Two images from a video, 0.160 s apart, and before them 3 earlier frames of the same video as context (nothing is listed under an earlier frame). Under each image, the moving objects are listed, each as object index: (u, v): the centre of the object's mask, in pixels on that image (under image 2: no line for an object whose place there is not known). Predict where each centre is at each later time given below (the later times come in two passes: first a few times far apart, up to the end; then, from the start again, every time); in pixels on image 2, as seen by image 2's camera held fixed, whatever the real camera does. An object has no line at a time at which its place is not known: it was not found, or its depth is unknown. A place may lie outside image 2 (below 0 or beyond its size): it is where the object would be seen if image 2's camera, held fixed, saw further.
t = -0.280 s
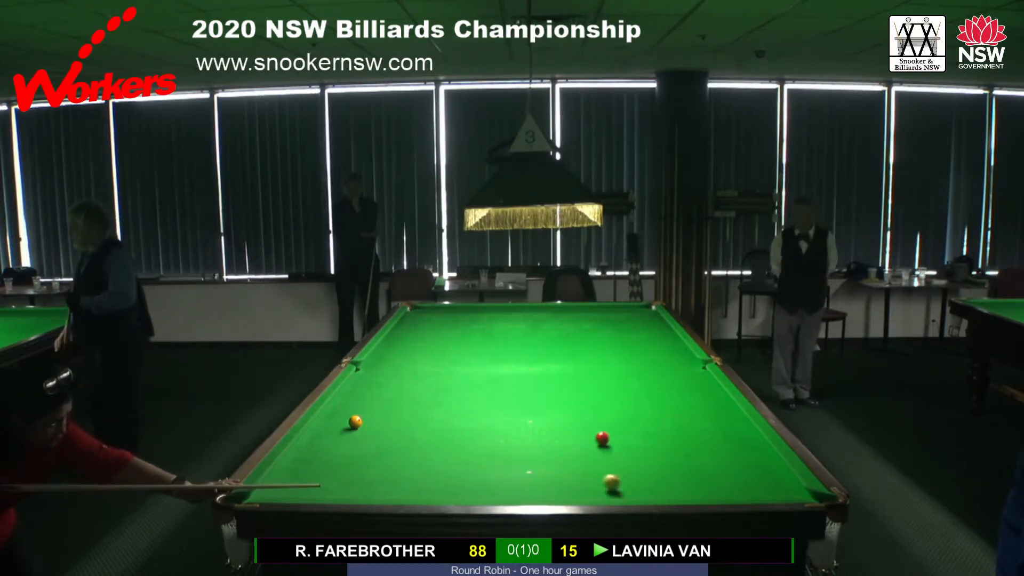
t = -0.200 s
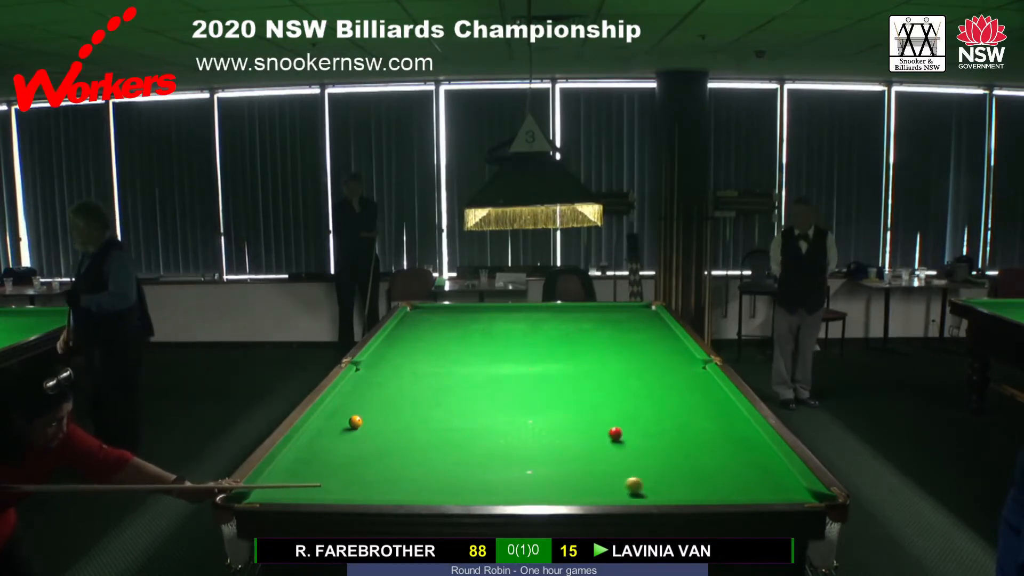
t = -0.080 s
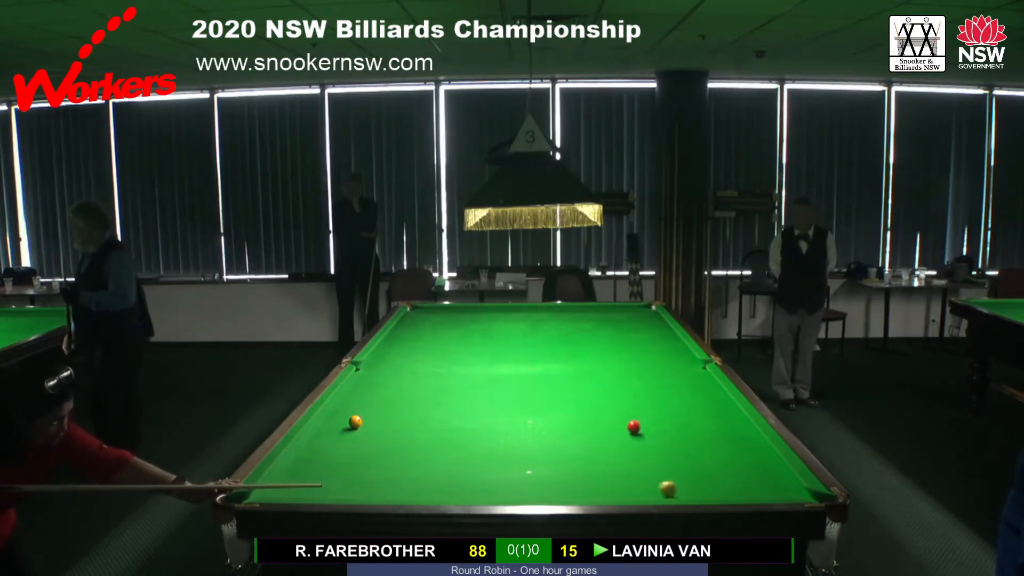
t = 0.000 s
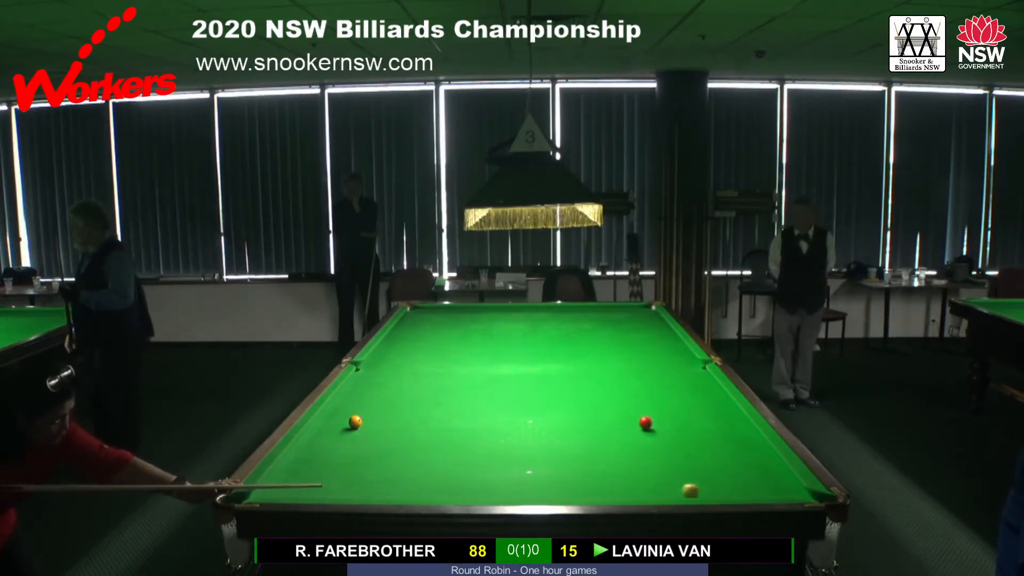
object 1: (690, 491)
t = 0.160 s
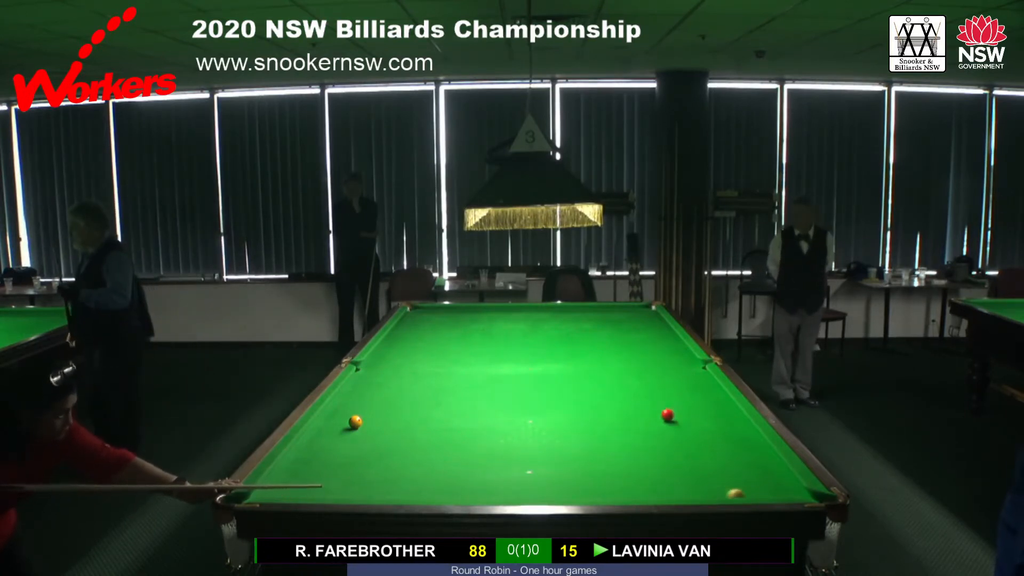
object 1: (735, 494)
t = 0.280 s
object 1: (760, 493)
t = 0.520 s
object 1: (800, 491)
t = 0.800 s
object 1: (768, 494)
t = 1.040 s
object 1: (743, 493)
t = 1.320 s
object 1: (717, 492)
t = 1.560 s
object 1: (697, 491)
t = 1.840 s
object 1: (677, 490)
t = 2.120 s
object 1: (659, 489)
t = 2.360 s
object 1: (646, 489)
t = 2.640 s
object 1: (633, 488)
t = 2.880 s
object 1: (624, 487)
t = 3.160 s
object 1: (616, 486)
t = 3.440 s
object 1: (610, 486)
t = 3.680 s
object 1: (608, 486)
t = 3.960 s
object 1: (608, 486)
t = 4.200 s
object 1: (608, 486)
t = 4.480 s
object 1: (608, 486)
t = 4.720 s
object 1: (608, 486)
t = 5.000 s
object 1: (608, 486)
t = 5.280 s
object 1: (608, 486)
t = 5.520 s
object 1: (608, 486)
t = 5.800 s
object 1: (608, 486)
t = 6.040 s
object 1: (608, 486)
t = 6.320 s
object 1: (608, 486)
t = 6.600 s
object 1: (608, 486)
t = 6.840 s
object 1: (608, 486)
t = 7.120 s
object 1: (608, 486)
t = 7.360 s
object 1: (608, 486)
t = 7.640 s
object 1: (608, 486)
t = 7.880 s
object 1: (608, 486)
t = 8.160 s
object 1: (608, 486)
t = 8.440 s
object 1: (608, 486)
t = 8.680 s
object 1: (608, 486)
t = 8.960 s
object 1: (608, 486)
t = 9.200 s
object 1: (608, 486)
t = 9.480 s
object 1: (608, 486)
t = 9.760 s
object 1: (608, 486)
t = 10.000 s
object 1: (608, 486)
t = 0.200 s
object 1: (744, 494)
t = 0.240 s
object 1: (753, 493)
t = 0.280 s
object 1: (760, 493)
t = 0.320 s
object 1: (768, 492)
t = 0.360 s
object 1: (776, 491)
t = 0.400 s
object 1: (784, 491)
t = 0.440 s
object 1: (792, 491)
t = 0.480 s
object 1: (799, 491)
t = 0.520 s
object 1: (800, 491)
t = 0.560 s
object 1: (795, 491)
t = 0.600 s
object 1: (791, 492)
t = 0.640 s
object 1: (786, 492)
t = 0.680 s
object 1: (782, 492)
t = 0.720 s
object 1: (777, 493)
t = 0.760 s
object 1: (772, 493)
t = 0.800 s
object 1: (768, 494)
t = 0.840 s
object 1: (764, 494)
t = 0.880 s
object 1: (759, 493)
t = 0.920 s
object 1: (755, 493)
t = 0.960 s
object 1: (751, 493)
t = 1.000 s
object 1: (747, 493)
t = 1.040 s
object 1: (743, 493)
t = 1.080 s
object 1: (739, 493)
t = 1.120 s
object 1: (735, 493)
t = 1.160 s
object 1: (732, 493)
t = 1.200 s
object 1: (728, 492)
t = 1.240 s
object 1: (724, 492)
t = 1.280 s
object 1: (721, 492)
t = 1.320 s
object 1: (717, 492)
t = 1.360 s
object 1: (714, 492)
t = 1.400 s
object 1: (710, 492)
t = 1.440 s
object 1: (707, 491)
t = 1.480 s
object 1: (704, 491)
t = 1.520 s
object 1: (701, 491)
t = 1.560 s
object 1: (697, 491)
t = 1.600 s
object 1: (694, 491)
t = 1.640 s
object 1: (691, 491)
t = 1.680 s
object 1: (688, 491)
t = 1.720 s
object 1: (685, 491)
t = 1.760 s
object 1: (683, 490)
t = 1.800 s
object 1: (679, 490)
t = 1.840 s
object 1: (677, 490)
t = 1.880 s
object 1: (674, 490)
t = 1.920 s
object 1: (671, 490)
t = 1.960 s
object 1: (669, 490)
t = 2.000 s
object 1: (666, 490)
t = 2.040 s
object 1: (664, 490)
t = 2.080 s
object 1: (661, 490)
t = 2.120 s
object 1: (659, 489)
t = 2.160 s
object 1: (656, 489)
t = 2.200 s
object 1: (654, 489)
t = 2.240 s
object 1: (652, 489)
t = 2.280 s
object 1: (650, 489)
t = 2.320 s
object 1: (648, 489)
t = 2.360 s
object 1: (646, 489)
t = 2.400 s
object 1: (644, 489)
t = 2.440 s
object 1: (642, 489)
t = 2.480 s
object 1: (640, 489)
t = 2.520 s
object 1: (638, 488)
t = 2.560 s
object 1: (636, 488)
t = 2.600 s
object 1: (634, 488)
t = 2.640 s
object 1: (633, 488)
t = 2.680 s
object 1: (631, 488)
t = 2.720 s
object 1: (630, 488)
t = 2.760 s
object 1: (628, 488)
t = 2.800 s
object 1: (627, 488)
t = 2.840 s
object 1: (625, 487)
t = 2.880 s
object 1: (624, 487)
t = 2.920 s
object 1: (622, 487)
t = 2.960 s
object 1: (621, 487)
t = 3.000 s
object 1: (620, 487)
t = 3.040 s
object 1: (619, 487)
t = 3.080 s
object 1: (618, 487)
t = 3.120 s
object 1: (617, 487)
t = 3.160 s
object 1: (616, 486)
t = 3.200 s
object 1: (615, 486)
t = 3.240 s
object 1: (614, 486)
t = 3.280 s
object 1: (613, 486)
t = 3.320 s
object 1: (612, 486)
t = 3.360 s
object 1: (611, 486)
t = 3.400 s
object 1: (611, 486)
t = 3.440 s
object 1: (610, 486)
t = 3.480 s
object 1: (610, 486)
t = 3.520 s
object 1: (609, 486)
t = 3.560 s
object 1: (609, 486)
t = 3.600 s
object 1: (608, 486)
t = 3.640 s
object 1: (608, 486)
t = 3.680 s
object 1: (608, 486)
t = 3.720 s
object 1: (608, 486)
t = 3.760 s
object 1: (608, 486)
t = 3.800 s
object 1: (607, 486)
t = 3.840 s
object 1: (607, 486)
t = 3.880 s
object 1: (607, 486)
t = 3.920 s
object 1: (607, 486)
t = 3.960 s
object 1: (608, 486)
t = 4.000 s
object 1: (608, 486)
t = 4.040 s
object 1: (608, 486)
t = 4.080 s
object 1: (608, 486)
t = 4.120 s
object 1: (608, 486)
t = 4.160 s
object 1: (608, 486)
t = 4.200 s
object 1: (608, 486)
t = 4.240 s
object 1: (608, 486)
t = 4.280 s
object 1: (608, 486)
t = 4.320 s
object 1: (608, 486)
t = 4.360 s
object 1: (608, 486)
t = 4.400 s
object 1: (608, 486)
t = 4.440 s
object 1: (608, 486)
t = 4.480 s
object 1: (608, 486)
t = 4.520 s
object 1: (608, 486)
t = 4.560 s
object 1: (608, 486)
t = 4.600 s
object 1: (608, 486)
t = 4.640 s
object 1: (608, 486)
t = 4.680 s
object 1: (608, 486)
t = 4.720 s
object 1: (608, 486)
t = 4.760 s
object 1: (608, 486)
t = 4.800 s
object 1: (608, 486)
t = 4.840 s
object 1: (608, 486)
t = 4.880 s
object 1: (608, 486)
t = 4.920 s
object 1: (608, 486)
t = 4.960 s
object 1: (608, 486)
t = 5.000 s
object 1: (608, 486)
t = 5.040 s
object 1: (608, 486)
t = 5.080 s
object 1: (608, 486)
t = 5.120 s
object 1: (608, 486)
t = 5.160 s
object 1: (608, 486)
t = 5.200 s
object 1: (608, 486)
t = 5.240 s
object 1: (608, 486)
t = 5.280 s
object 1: (608, 486)
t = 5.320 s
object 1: (608, 486)
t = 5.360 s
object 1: (608, 486)
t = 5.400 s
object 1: (608, 486)
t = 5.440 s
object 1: (608, 486)
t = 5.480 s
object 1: (608, 486)
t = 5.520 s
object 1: (608, 486)
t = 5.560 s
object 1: (608, 486)
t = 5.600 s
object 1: (608, 486)
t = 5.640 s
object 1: (608, 486)
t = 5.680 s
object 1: (608, 486)
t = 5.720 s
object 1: (608, 486)
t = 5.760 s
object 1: (608, 486)
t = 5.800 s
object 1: (608, 486)
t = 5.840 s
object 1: (608, 486)
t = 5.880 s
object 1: (608, 486)
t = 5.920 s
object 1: (608, 486)
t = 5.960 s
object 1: (608, 486)
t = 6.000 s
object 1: (608, 486)
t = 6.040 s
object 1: (608, 486)
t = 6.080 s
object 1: (608, 486)
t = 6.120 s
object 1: (608, 486)
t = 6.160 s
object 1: (608, 486)
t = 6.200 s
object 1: (608, 486)
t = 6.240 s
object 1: (608, 486)
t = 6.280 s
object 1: (608, 486)
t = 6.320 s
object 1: (608, 486)
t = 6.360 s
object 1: (608, 486)
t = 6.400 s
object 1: (608, 486)
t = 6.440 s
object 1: (608, 486)
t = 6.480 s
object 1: (608, 486)
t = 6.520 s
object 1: (608, 486)
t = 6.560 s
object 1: (608, 486)
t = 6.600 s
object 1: (608, 486)
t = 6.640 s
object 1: (608, 486)
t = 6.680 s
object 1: (608, 486)
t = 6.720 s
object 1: (608, 486)
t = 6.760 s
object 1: (608, 486)
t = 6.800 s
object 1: (608, 486)
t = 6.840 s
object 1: (608, 486)
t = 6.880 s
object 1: (608, 486)
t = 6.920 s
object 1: (608, 486)
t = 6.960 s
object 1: (608, 486)
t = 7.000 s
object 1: (608, 486)
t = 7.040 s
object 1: (608, 486)
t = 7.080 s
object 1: (608, 486)
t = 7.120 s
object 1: (608, 486)
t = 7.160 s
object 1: (608, 486)
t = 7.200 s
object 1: (608, 486)
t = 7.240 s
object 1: (608, 486)
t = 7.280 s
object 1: (608, 486)
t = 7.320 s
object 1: (608, 486)
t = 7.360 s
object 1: (608, 486)
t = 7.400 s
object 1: (608, 486)
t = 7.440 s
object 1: (608, 486)
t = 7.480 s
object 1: (608, 486)
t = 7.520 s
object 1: (608, 486)
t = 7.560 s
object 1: (608, 486)
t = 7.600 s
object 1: (608, 486)
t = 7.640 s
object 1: (608, 486)
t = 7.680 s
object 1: (608, 486)
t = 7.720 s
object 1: (608, 486)
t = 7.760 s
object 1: (608, 486)
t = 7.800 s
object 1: (608, 486)
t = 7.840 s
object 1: (608, 486)
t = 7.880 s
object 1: (608, 486)
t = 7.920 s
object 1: (608, 486)
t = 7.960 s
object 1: (608, 486)
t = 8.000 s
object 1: (608, 486)
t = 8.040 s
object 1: (608, 486)
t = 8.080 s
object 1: (608, 486)
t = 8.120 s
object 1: (608, 486)
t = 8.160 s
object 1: (608, 486)
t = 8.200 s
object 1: (608, 486)
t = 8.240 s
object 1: (608, 486)
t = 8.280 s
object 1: (608, 486)
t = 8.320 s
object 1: (608, 486)
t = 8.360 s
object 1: (608, 486)
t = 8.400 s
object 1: (608, 486)
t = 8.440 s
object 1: (608, 486)
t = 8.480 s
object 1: (608, 486)
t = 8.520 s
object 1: (608, 486)
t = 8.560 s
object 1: (608, 486)
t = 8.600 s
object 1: (608, 486)
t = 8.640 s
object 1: (608, 486)
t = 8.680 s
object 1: (608, 486)
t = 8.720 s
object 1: (608, 486)
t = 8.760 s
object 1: (608, 486)
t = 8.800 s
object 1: (608, 486)
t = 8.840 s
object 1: (608, 486)
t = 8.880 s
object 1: (608, 486)
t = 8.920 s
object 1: (608, 486)
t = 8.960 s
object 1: (608, 486)
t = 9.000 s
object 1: (608, 486)
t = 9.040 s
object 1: (608, 486)
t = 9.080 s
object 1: (608, 486)
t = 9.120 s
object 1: (608, 486)
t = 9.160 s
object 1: (608, 486)
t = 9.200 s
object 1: (608, 486)
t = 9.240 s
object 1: (608, 486)
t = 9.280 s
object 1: (608, 486)
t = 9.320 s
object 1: (608, 486)
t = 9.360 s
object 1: (608, 486)
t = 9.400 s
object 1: (608, 486)
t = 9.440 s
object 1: (608, 486)
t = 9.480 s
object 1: (608, 486)
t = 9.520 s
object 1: (608, 486)
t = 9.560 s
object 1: (608, 486)
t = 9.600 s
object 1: (608, 486)
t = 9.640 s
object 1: (608, 486)
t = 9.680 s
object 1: (608, 486)
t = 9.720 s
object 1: (608, 486)
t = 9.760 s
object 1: (608, 486)
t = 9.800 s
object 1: (608, 486)
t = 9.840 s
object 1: (608, 486)
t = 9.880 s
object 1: (608, 486)
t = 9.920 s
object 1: (608, 486)
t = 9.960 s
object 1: (608, 486)
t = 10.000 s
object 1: (608, 486)
